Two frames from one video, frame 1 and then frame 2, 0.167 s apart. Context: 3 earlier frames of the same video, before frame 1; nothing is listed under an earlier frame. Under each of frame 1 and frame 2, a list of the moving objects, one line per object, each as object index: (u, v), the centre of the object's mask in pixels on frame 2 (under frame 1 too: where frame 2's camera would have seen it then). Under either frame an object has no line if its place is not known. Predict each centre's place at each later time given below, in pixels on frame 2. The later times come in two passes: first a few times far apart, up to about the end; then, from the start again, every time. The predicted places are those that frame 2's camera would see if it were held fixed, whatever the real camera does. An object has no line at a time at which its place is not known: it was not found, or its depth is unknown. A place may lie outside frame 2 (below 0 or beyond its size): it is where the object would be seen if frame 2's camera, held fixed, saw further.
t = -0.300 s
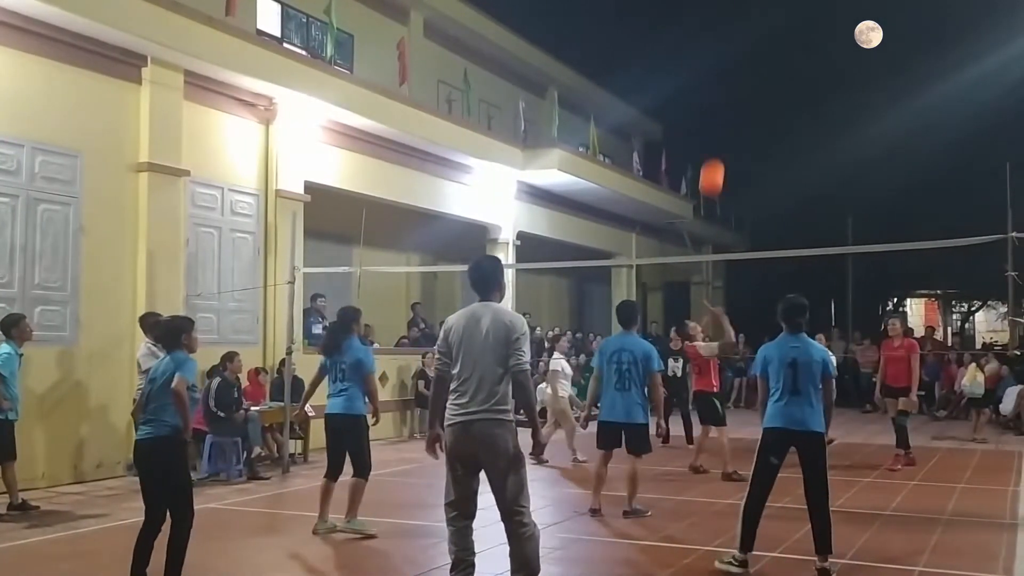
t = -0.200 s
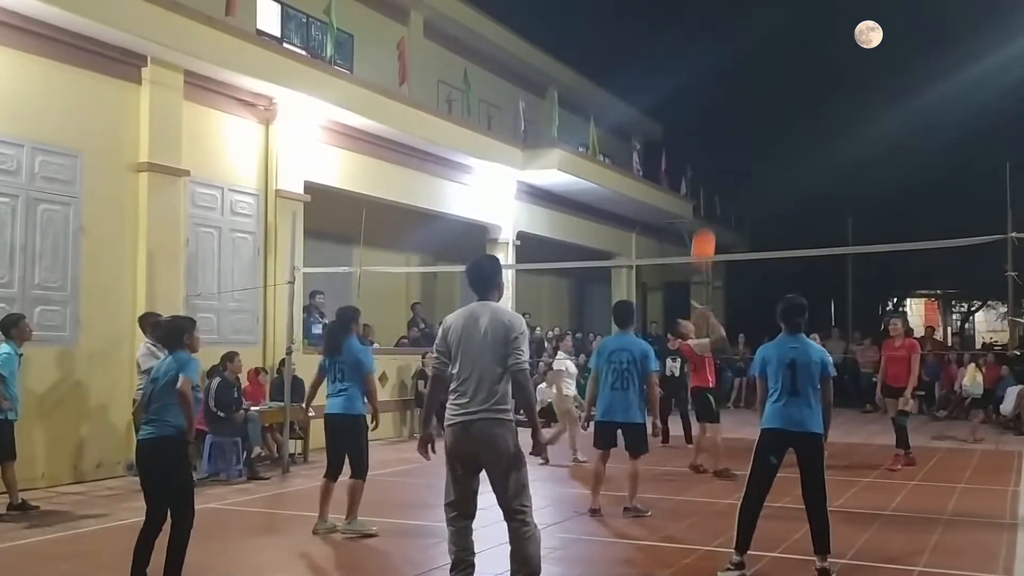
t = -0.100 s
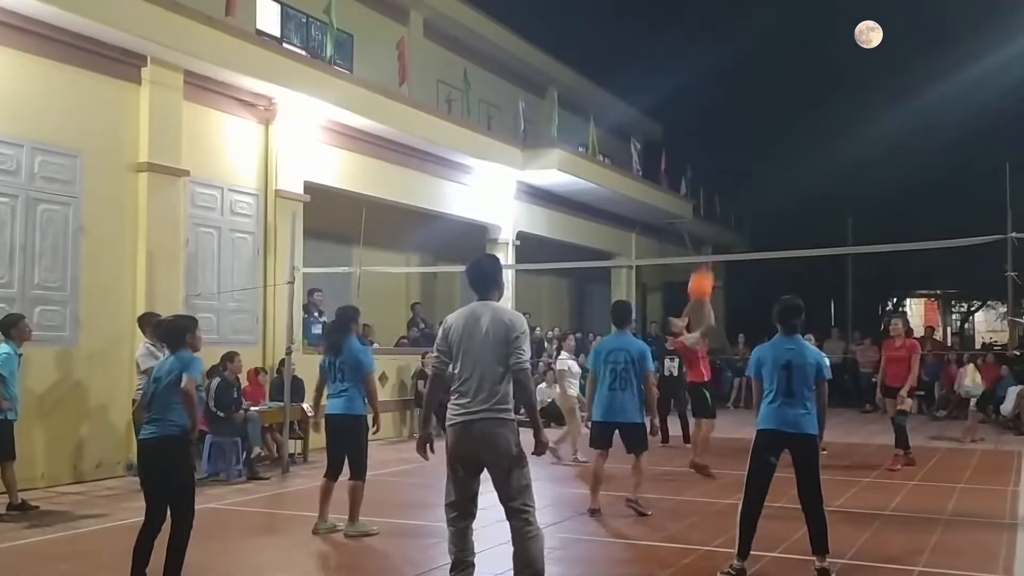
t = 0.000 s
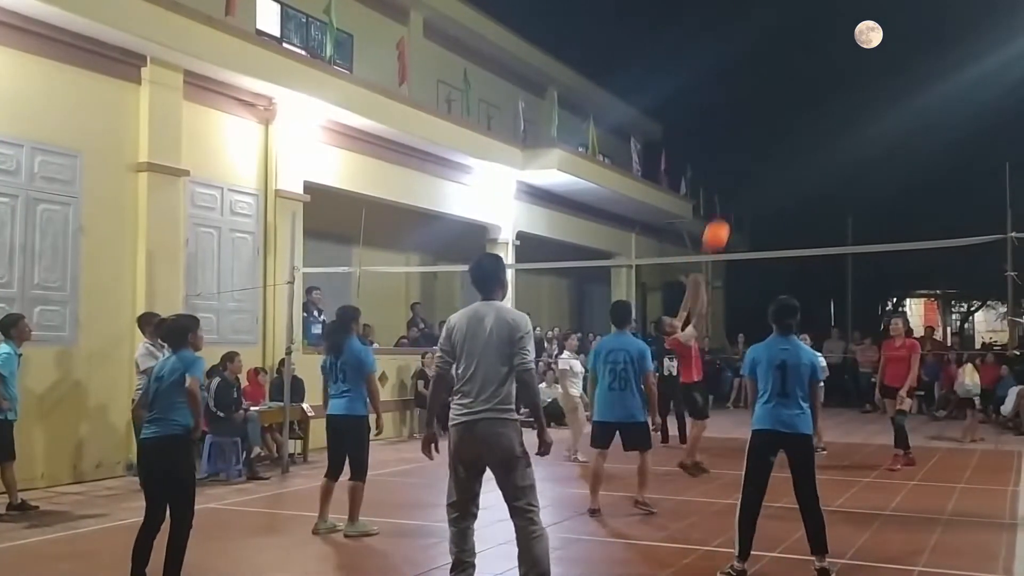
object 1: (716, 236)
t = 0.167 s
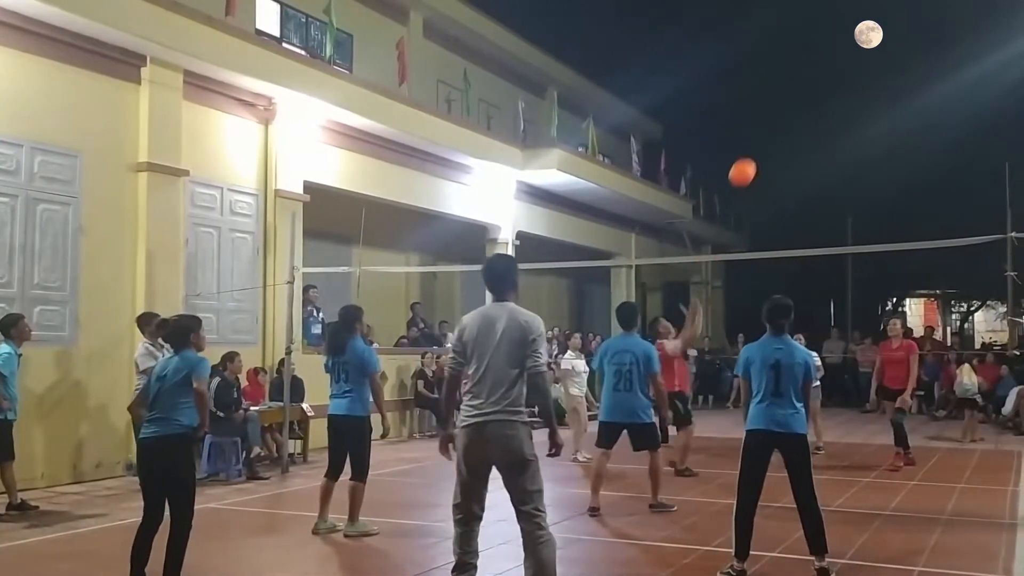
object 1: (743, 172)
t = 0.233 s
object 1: (753, 155)
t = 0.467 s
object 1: (791, 126)
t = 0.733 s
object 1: (834, 155)
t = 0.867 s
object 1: (856, 195)
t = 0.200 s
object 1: (748, 163)
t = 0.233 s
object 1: (753, 155)
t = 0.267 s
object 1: (758, 148)
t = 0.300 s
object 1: (764, 141)
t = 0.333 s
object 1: (769, 136)
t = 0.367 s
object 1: (774, 132)
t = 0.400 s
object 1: (780, 129)
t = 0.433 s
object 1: (785, 127)
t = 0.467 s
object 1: (791, 126)
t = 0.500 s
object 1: (796, 126)
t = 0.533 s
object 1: (801, 127)
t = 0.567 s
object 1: (807, 129)
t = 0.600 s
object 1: (812, 132)
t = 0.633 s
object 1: (818, 136)
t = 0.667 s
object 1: (823, 142)
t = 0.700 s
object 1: (829, 148)
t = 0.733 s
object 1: (834, 155)
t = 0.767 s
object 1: (840, 163)
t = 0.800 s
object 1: (845, 173)
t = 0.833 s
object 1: (851, 184)
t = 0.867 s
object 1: (856, 195)
